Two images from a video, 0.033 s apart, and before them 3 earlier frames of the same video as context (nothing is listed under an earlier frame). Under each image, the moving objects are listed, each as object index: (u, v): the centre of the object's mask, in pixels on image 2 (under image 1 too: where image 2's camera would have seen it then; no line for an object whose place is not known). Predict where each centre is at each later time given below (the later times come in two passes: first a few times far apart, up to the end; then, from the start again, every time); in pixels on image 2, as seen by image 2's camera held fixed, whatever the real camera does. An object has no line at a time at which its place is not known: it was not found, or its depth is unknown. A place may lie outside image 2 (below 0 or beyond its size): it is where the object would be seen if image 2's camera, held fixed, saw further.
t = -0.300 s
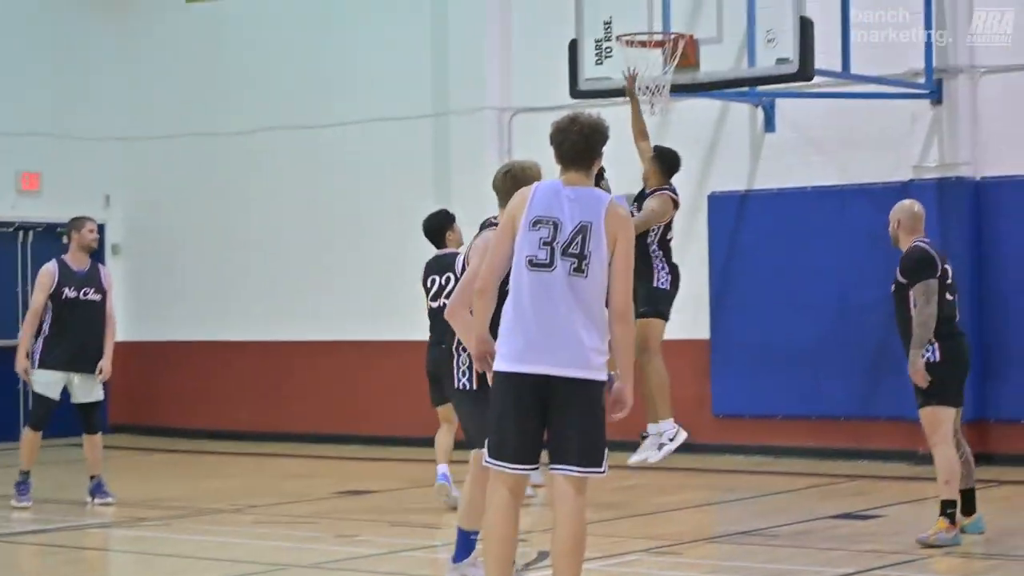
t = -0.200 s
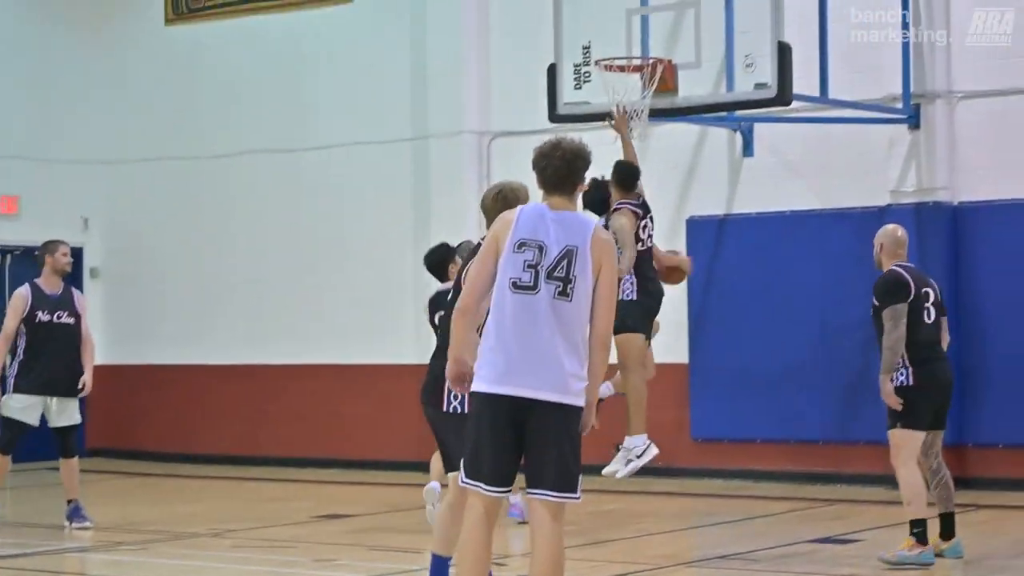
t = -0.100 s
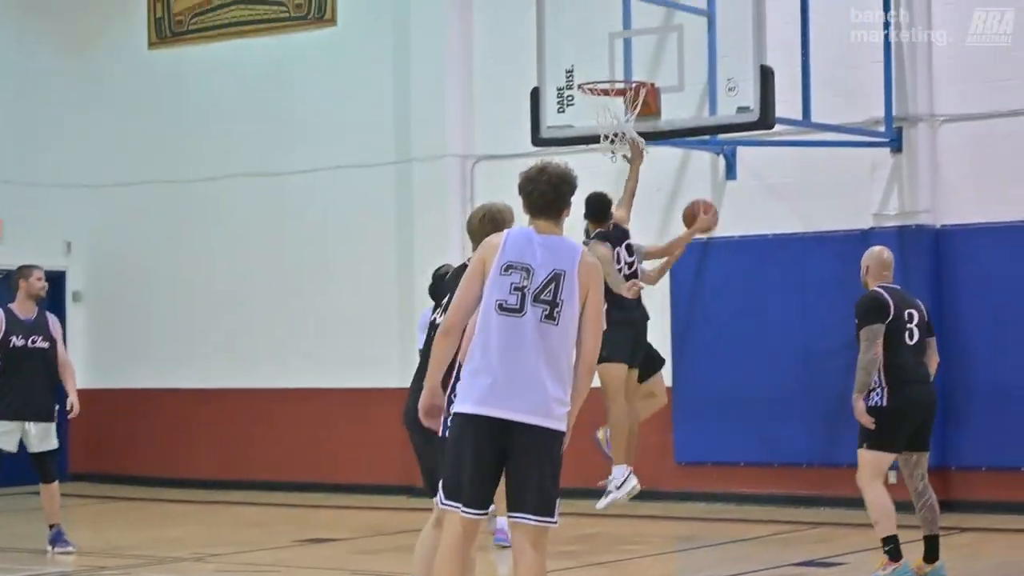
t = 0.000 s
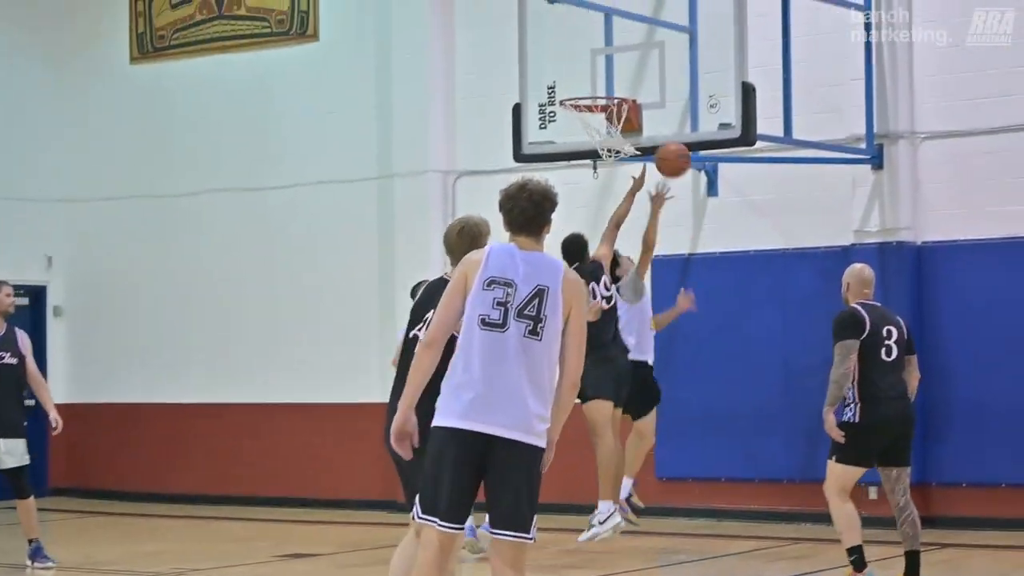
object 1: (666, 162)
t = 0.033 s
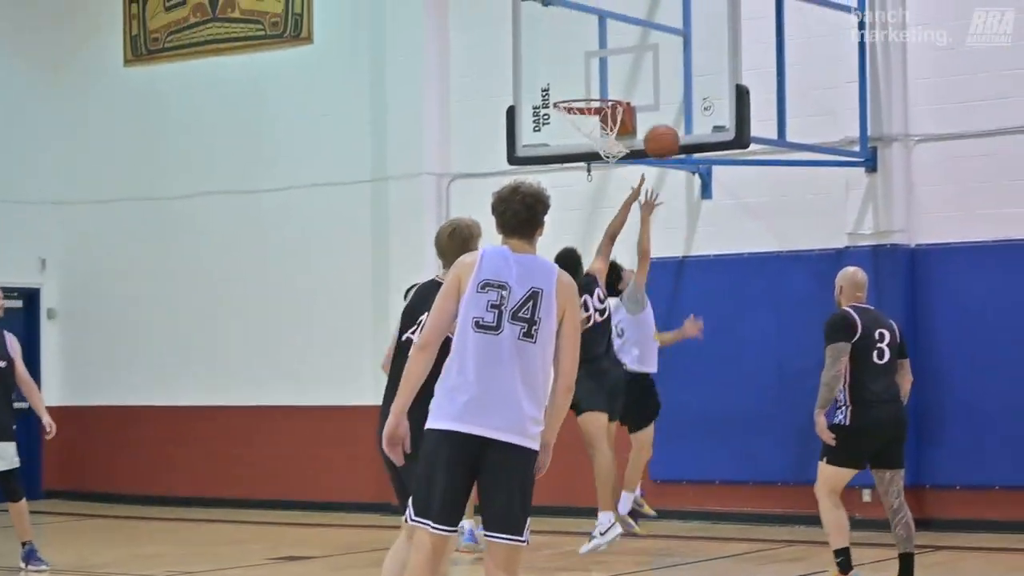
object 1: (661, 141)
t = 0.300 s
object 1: (622, 36)
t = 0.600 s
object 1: (582, 42)
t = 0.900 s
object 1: (546, 69)
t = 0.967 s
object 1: (538, 68)
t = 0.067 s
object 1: (656, 122)
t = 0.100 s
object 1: (651, 105)
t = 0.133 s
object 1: (646, 89)
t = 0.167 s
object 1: (641, 75)
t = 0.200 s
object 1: (637, 63)
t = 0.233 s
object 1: (632, 52)
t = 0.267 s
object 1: (627, 43)
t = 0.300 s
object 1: (622, 36)
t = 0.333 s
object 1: (618, 30)
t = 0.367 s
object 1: (613, 26)
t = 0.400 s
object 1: (609, 23)
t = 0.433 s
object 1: (604, 22)
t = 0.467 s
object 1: (600, 23)
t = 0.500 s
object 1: (595, 25)
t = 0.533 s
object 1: (591, 29)
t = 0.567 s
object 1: (587, 34)
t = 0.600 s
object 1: (582, 42)
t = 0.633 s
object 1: (578, 50)
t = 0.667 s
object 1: (574, 60)
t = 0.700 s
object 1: (570, 72)
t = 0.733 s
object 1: (566, 85)
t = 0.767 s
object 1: (563, 90)
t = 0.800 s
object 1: (559, 83)
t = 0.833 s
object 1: (554, 77)
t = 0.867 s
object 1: (550, 73)
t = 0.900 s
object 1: (546, 69)
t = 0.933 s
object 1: (542, 68)
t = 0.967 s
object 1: (538, 68)
